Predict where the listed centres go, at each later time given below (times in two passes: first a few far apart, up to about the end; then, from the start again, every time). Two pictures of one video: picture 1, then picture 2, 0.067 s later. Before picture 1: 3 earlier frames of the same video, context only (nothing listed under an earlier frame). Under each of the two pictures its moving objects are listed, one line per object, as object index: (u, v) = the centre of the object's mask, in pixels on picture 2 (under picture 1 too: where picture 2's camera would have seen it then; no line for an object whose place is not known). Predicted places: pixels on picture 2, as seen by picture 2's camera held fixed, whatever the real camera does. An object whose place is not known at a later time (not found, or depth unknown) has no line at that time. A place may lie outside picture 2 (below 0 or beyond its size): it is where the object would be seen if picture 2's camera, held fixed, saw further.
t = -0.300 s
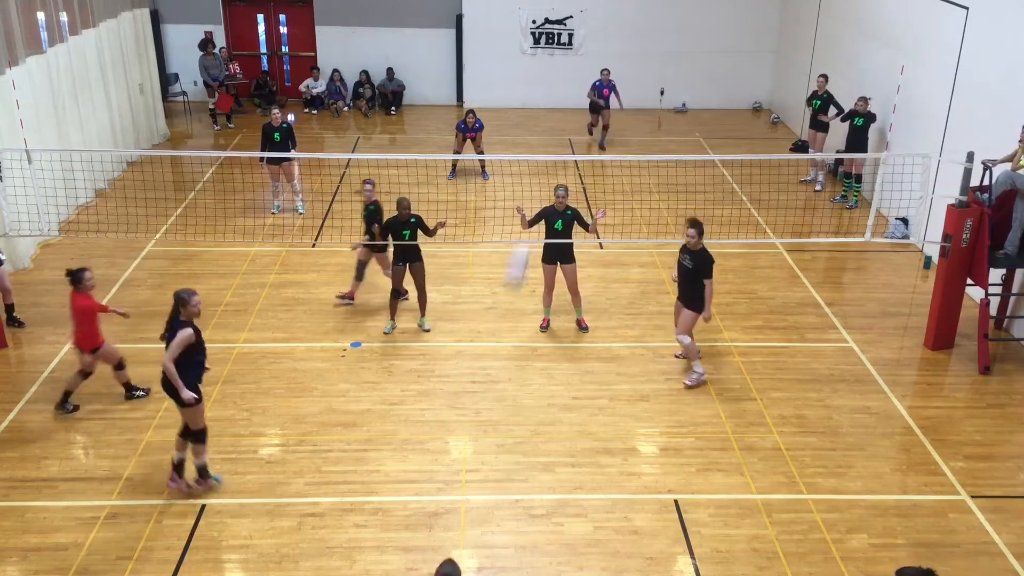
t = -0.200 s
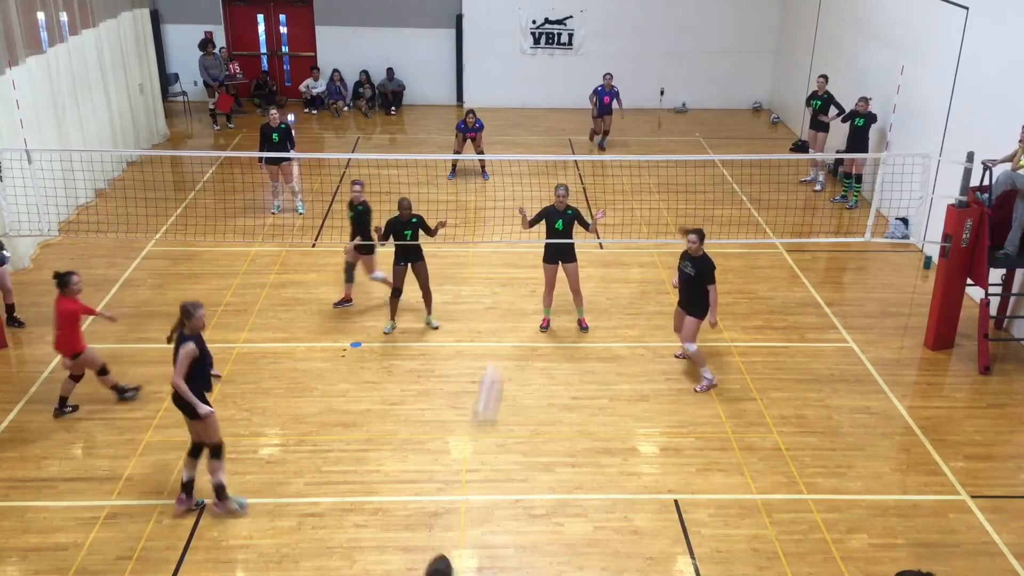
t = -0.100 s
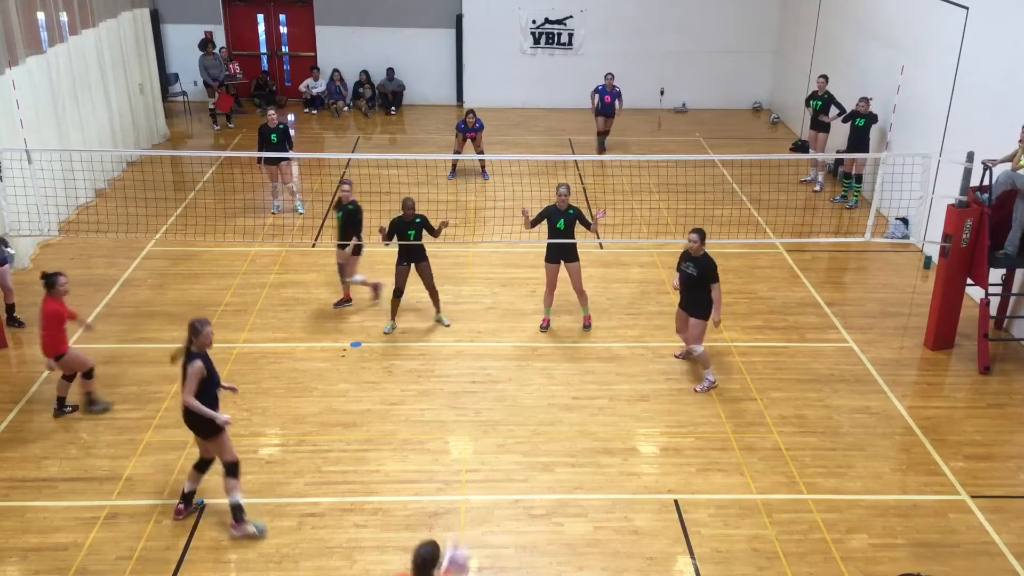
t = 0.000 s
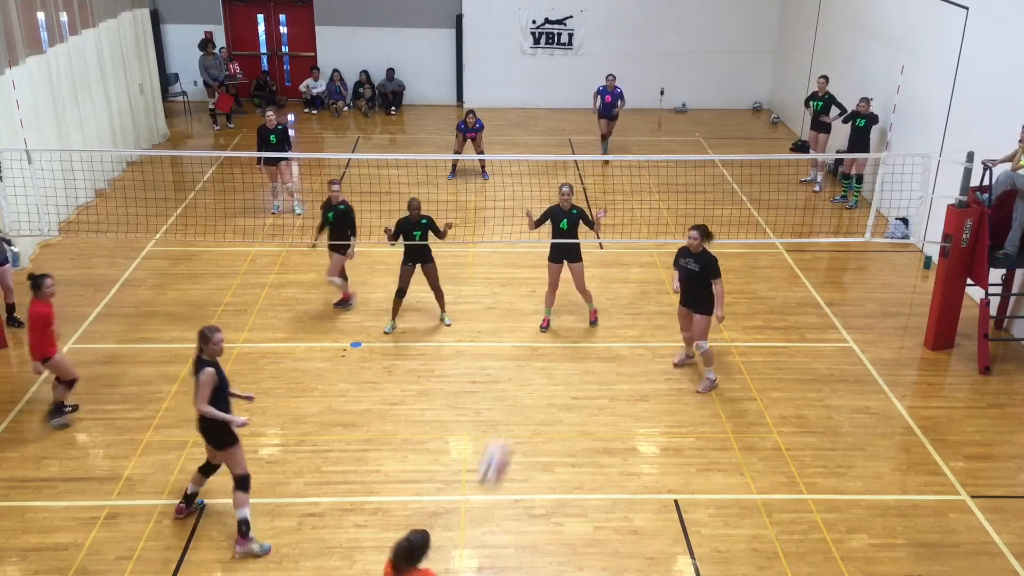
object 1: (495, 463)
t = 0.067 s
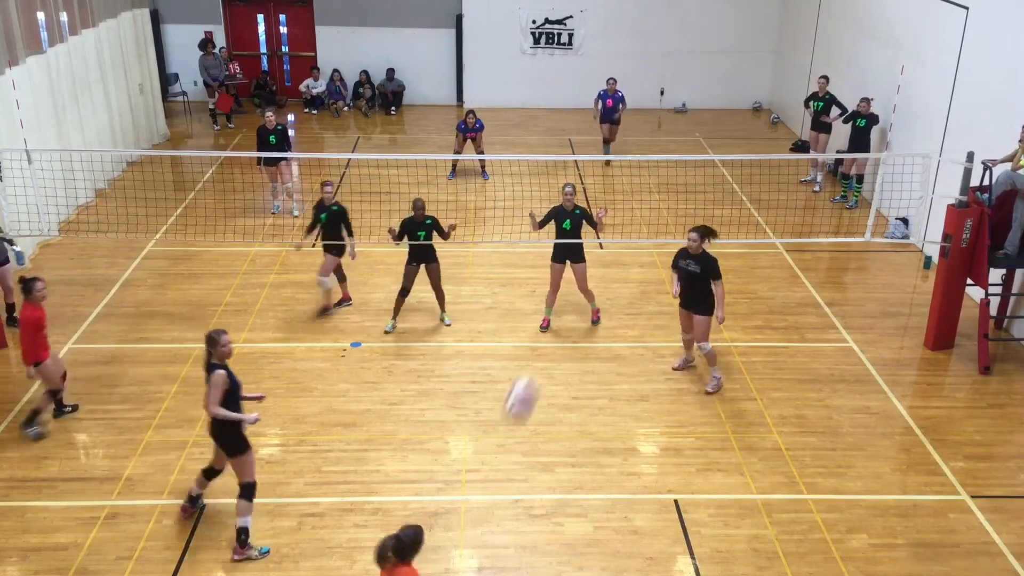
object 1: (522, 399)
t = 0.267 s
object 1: (595, 247)
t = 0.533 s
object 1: (680, 144)
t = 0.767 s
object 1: (738, 134)
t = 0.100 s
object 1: (535, 370)
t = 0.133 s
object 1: (548, 341)
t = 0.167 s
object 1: (561, 314)
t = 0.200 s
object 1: (571, 292)
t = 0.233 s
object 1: (584, 266)
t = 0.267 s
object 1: (595, 247)
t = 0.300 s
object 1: (607, 228)
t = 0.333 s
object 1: (618, 212)
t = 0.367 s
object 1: (628, 197)
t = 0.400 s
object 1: (641, 182)
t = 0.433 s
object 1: (651, 170)
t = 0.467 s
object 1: (660, 159)
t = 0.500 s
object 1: (671, 150)
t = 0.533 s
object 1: (680, 144)
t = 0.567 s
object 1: (689, 138)
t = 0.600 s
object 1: (698, 134)
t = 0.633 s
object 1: (706, 130)
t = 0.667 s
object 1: (715, 129)
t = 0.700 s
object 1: (722, 129)
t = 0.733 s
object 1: (731, 130)
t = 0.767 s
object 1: (738, 134)
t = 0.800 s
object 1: (744, 137)
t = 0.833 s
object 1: (752, 143)
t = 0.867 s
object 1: (758, 149)
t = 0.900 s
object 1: (764, 157)
